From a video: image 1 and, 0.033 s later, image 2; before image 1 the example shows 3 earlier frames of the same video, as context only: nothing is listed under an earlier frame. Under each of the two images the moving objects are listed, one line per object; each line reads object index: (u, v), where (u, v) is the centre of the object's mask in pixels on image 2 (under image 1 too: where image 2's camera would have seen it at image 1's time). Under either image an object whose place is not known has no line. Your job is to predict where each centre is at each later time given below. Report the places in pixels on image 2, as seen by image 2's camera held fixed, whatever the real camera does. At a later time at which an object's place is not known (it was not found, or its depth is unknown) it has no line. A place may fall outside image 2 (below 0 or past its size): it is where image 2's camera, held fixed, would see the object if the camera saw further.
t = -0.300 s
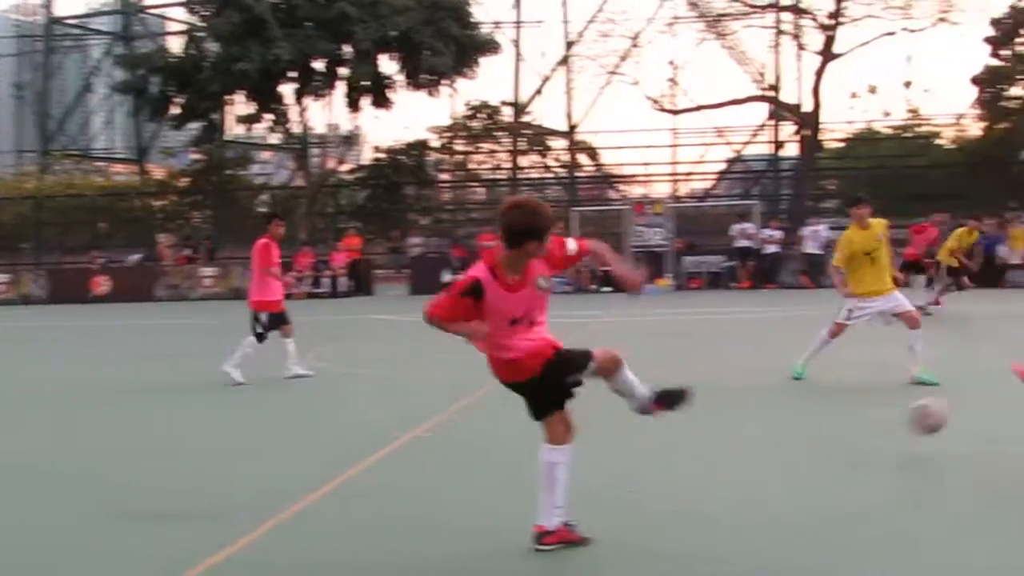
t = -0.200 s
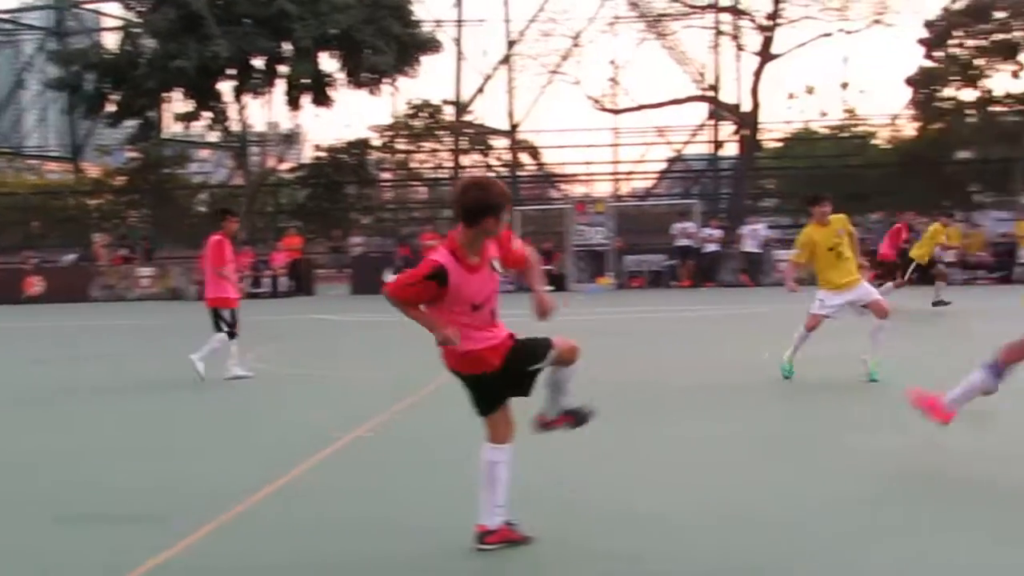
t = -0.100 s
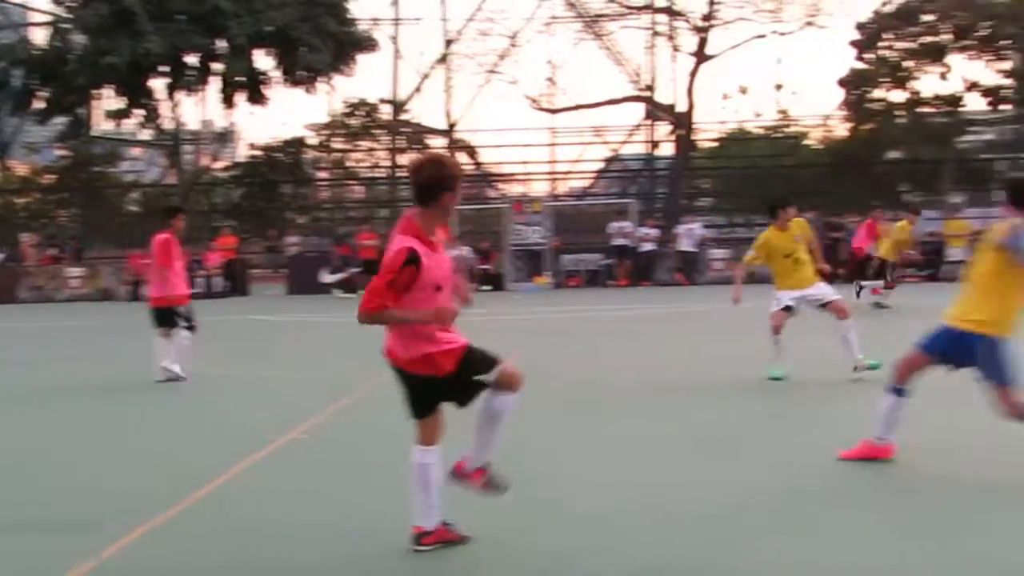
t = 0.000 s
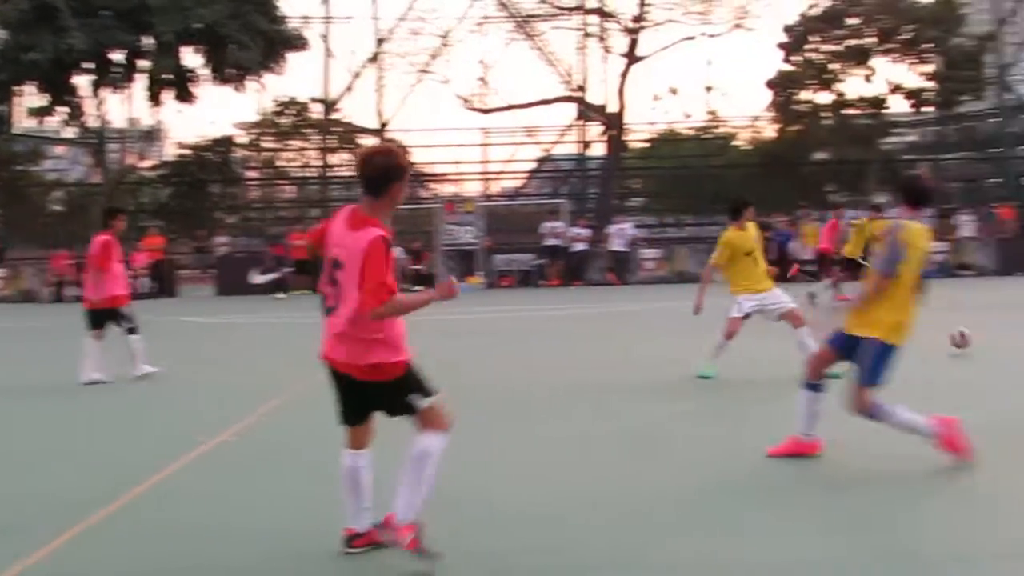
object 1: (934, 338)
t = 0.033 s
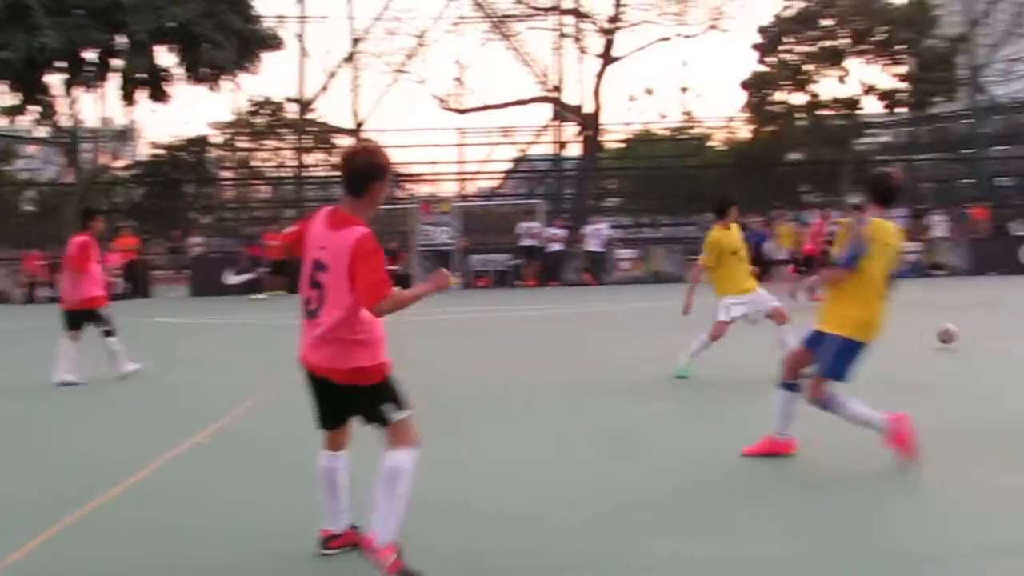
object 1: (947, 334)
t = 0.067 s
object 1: (958, 333)
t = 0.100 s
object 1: (967, 330)
